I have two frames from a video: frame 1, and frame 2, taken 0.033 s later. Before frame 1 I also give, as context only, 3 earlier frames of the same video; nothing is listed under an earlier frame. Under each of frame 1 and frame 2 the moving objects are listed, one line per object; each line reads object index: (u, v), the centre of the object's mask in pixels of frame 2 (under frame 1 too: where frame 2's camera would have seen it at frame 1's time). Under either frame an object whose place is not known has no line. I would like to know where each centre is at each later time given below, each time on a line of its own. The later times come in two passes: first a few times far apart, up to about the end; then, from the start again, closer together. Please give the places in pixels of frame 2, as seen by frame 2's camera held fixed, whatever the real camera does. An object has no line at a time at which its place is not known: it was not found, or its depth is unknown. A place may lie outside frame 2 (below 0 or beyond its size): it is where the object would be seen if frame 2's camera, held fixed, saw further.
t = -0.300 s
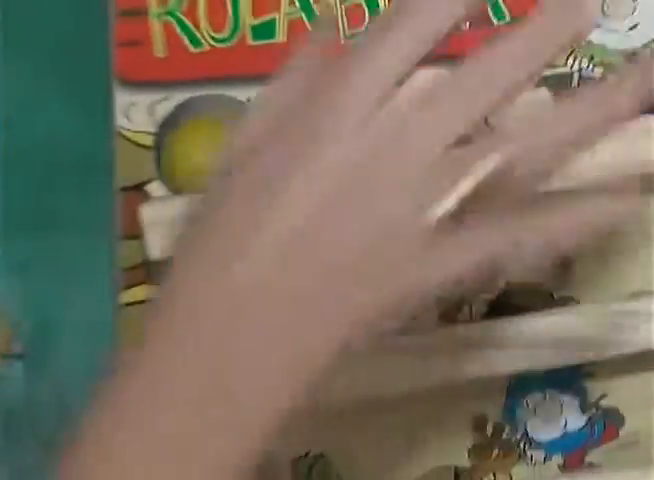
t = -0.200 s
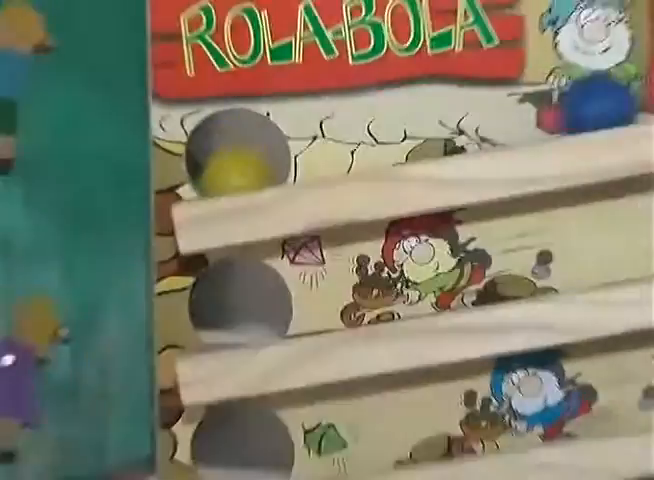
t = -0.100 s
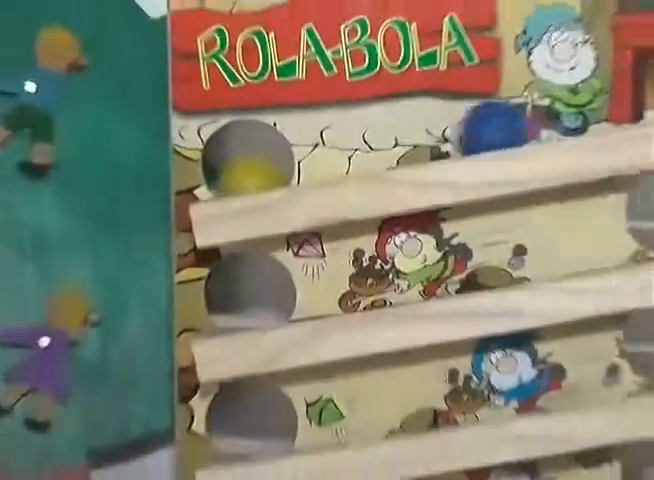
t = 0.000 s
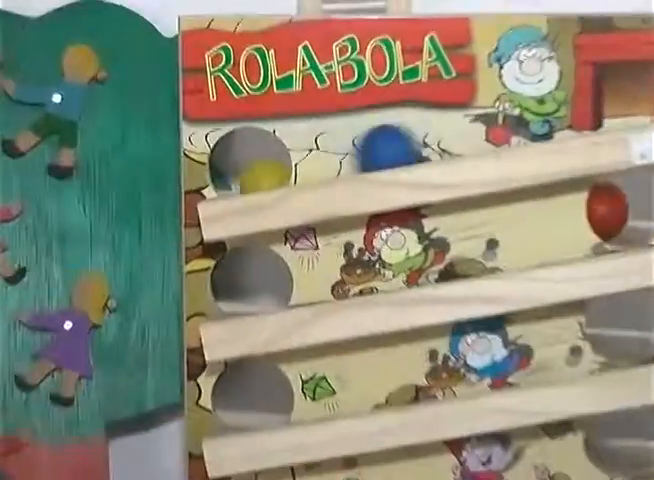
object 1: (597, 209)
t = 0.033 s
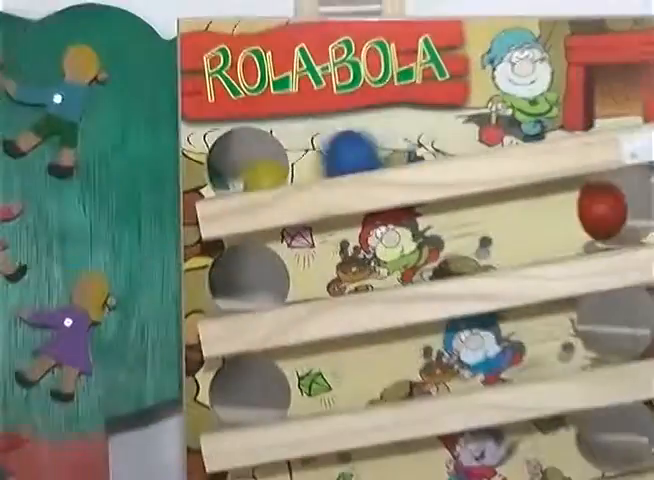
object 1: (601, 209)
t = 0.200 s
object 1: (630, 223)
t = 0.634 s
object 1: (429, 261)
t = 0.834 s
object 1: (251, 282)
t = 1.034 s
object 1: (263, 289)
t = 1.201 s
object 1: (281, 293)
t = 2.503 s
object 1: (397, 381)
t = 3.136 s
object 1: (282, 405)
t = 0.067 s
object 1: (606, 212)
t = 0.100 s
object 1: (614, 216)
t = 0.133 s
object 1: (624, 215)
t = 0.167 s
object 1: (626, 218)
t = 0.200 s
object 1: (630, 223)
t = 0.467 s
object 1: (549, 239)
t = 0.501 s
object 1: (529, 242)
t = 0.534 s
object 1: (506, 247)
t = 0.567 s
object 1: (481, 250)
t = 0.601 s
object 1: (456, 255)
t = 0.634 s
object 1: (429, 261)
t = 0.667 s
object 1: (396, 267)
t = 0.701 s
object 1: (363, 272)
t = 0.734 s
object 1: (330, 277)
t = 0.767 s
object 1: (293, 283)
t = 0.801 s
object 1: (271, 281)
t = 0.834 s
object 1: (251, 282)
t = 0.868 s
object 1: (242, 282)
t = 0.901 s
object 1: (249, 282)
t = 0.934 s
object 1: (255, 287)
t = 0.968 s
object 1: (257, 287)
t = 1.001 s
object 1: (261, 284)
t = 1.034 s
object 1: (263, 289)
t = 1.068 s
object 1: (267, 288)
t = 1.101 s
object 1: (270, 289)
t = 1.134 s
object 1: (273, 290)
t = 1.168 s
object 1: (278, 290)
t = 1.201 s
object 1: (281, 293)
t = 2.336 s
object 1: (525, 361)
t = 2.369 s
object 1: (504, 365)
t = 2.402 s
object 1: (480, 368)
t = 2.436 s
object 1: (451, 374)
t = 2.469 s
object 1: (424, 377)
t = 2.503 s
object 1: (397, 381)
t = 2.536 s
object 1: (364, 386)
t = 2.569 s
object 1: (329, 391)
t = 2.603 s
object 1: (295, 397)
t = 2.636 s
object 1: (272, 396)
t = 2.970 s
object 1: (267, 402)
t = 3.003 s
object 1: (269, 402)
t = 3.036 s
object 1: (272, 403)
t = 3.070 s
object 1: (276, 403)
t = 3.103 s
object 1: (279, 403)
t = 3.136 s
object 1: (282, 405)
